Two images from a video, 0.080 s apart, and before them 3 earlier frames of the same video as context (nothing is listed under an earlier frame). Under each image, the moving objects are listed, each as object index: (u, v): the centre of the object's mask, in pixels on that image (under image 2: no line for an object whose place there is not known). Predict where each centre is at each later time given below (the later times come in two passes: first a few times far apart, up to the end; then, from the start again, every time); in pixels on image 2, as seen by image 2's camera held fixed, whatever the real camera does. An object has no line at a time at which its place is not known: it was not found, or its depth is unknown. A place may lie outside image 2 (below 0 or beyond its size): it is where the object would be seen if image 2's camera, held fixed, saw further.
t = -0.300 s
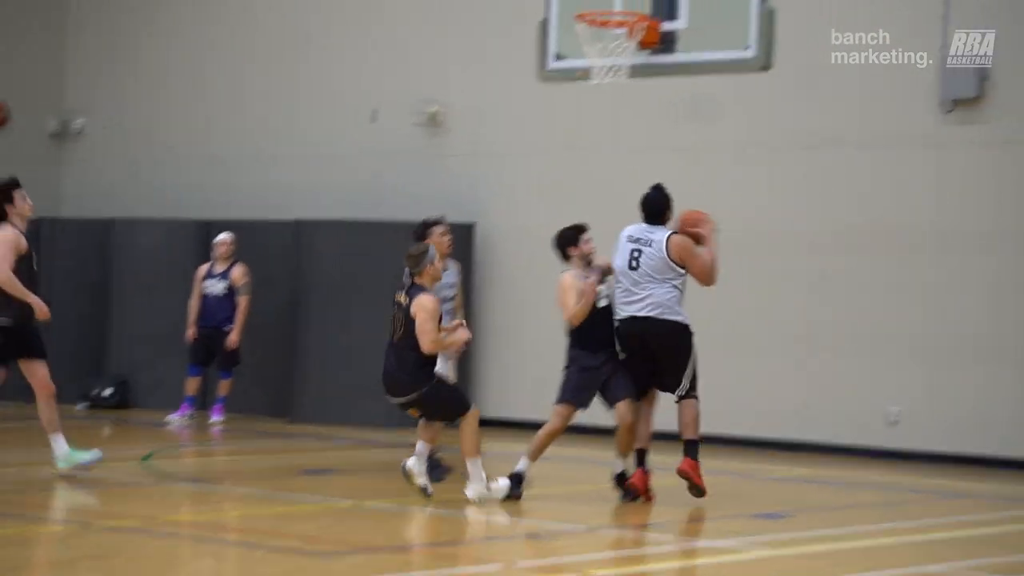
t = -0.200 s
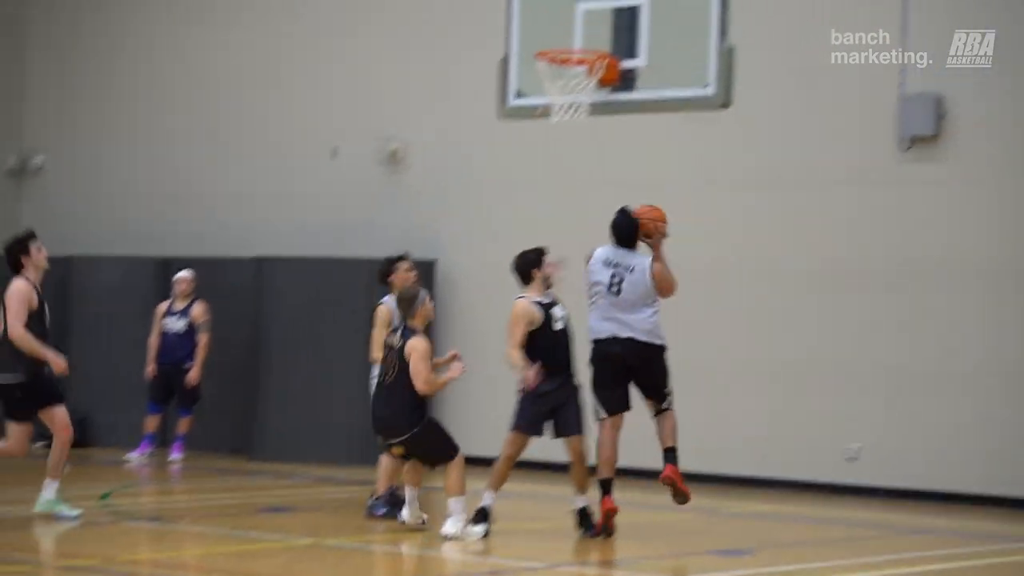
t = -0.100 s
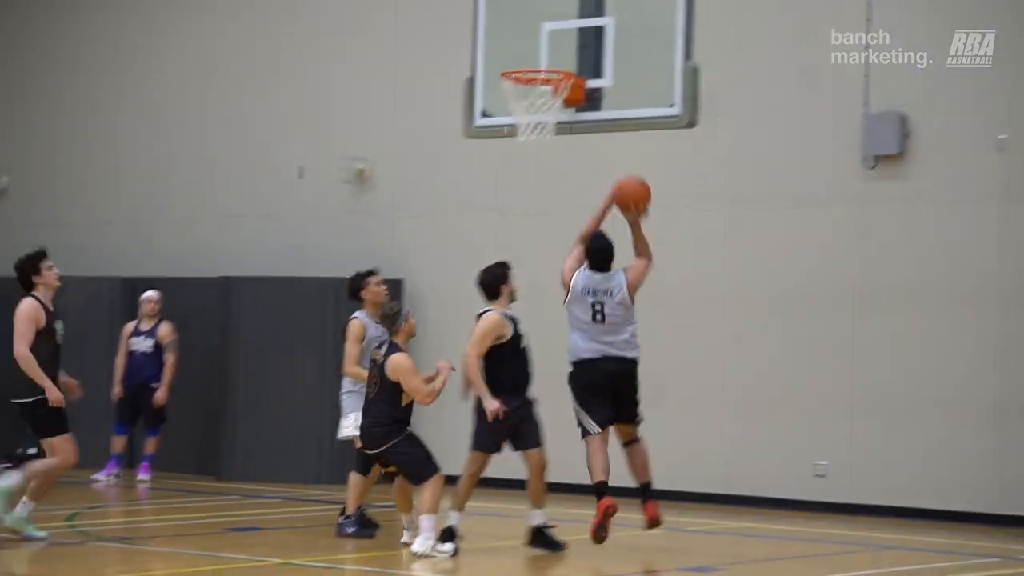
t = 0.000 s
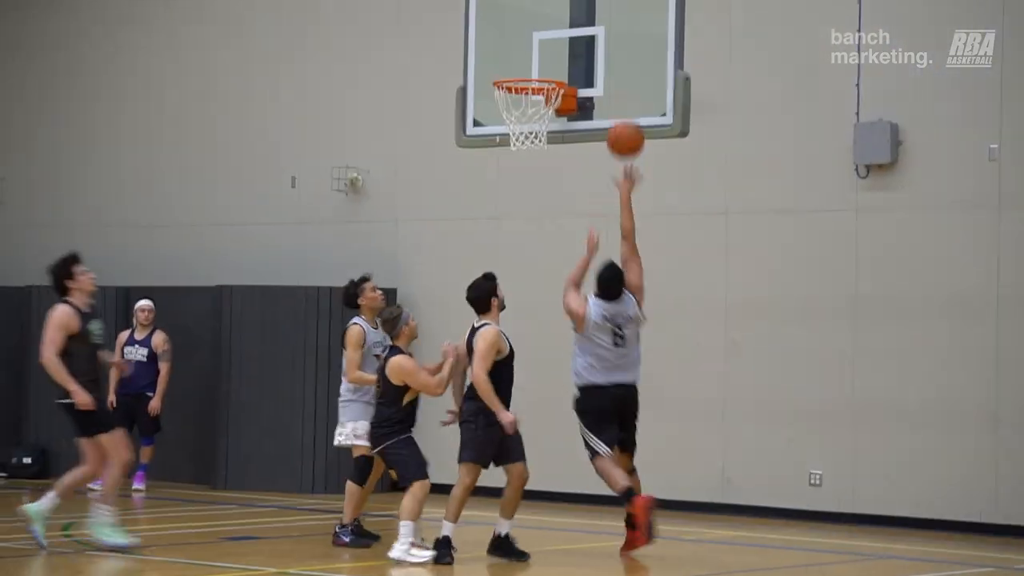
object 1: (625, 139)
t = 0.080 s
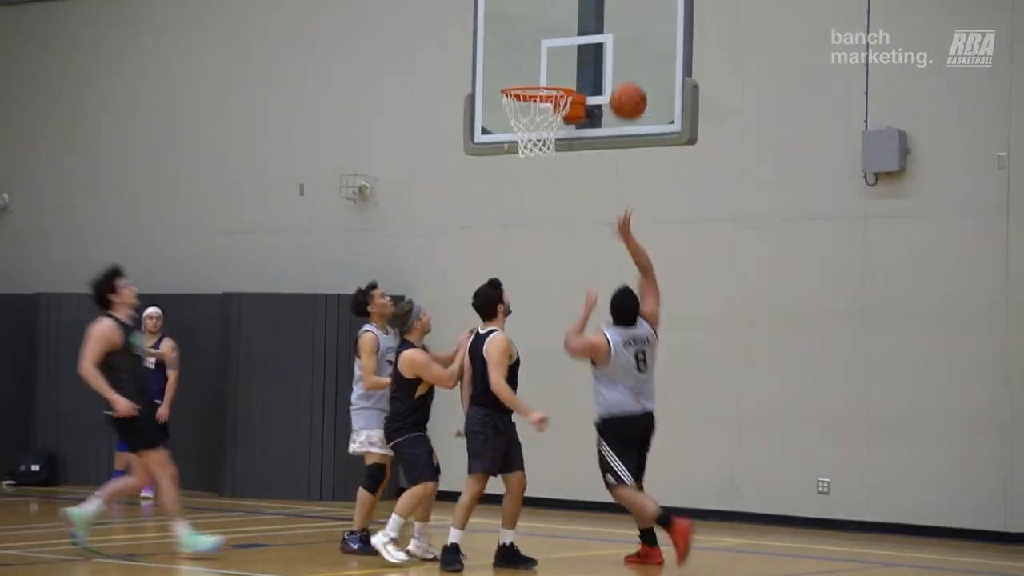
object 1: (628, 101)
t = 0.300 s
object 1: (613, 31)
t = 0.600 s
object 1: (557, 63)
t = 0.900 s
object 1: (517, 167)
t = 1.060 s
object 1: (505, 248)
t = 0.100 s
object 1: (627, 92)
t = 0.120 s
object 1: (626, 83)
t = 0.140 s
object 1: (624, 74)
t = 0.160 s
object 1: (623, 67)
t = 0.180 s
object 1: (622, 60)
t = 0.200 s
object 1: (622, 54)
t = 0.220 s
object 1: (620, 48)
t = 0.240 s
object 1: (618, 43)
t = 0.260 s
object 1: (616, 38)
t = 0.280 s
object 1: (614, 34)
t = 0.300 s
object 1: (613, 31)
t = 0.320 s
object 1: (612, 28)
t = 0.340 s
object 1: (610, 27)
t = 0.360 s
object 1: (606, 27)
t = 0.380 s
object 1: (601, 27)
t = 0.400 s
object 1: (597, 27)
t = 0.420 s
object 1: (593, 28)
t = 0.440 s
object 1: (589, 29)
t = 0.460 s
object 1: (585, 31)
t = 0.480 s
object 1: (581, 34)
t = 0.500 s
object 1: (577, 38)
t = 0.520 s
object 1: (573, 42)
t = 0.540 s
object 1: (569, 47)
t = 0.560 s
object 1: (564, 51)
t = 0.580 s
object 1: (560, 57)
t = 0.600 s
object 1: (557, 63)
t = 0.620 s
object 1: (553, 70)
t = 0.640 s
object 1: (549, 75)
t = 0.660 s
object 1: (544, 86)
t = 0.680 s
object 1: (541, 94)
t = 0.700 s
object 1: (536, 103)
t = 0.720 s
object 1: (534, 109)
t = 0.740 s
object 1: (529, 119)
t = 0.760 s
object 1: (526, 126)
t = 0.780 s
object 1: (525, 131)
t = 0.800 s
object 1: (522, 136)
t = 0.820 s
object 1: (522, 141)
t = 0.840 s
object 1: (521, 151)
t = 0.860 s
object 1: (520, 154)
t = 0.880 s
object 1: (519, 159)
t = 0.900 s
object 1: (517, 167)
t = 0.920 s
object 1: (515, 175)
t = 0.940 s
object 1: (514, 184)
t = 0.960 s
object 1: (513, 193)
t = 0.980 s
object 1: (511, 203)
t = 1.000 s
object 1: (510, 213)
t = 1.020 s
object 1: (508, 224)
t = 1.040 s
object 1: (507, 235)
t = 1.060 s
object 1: (505, 248)
